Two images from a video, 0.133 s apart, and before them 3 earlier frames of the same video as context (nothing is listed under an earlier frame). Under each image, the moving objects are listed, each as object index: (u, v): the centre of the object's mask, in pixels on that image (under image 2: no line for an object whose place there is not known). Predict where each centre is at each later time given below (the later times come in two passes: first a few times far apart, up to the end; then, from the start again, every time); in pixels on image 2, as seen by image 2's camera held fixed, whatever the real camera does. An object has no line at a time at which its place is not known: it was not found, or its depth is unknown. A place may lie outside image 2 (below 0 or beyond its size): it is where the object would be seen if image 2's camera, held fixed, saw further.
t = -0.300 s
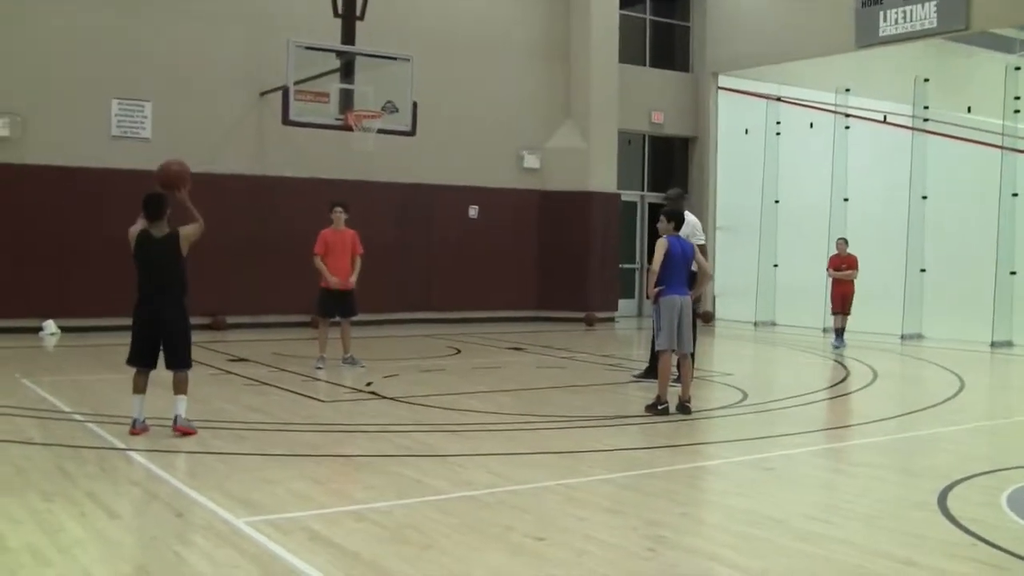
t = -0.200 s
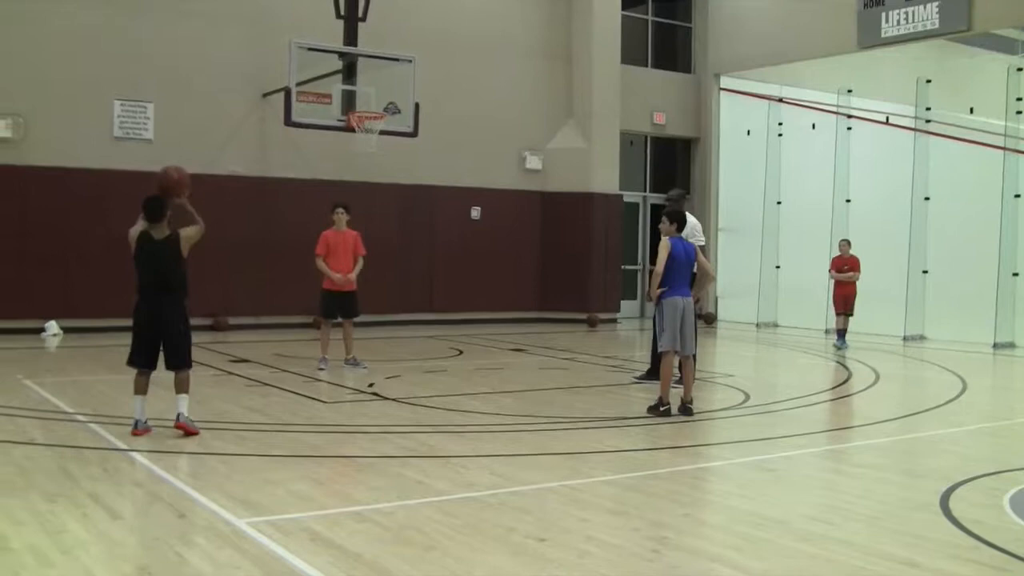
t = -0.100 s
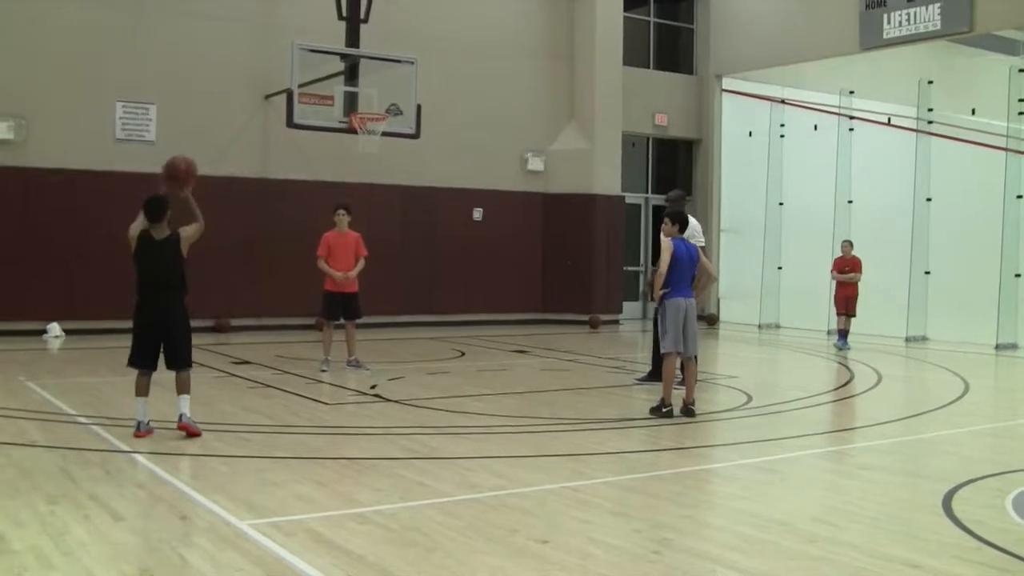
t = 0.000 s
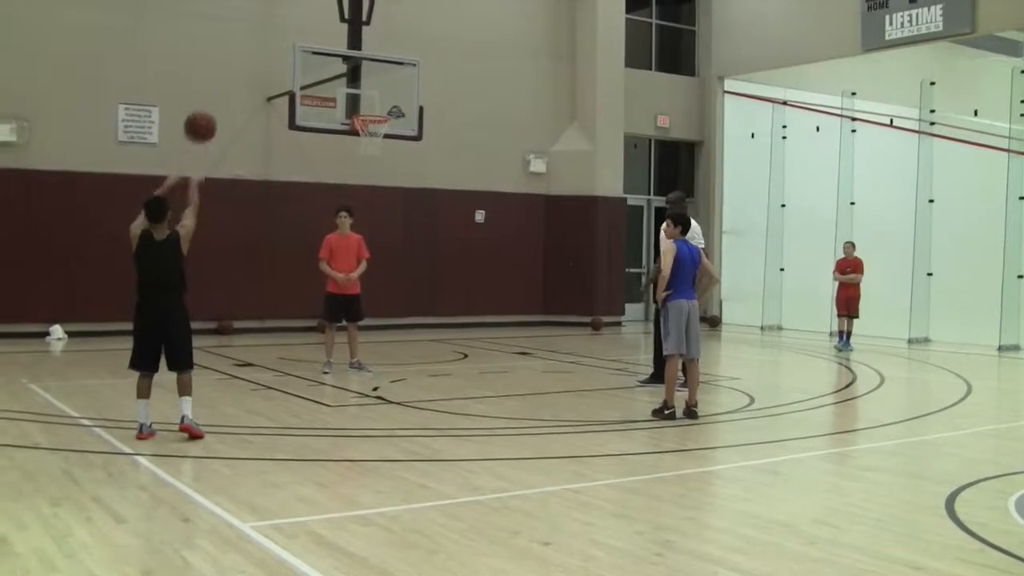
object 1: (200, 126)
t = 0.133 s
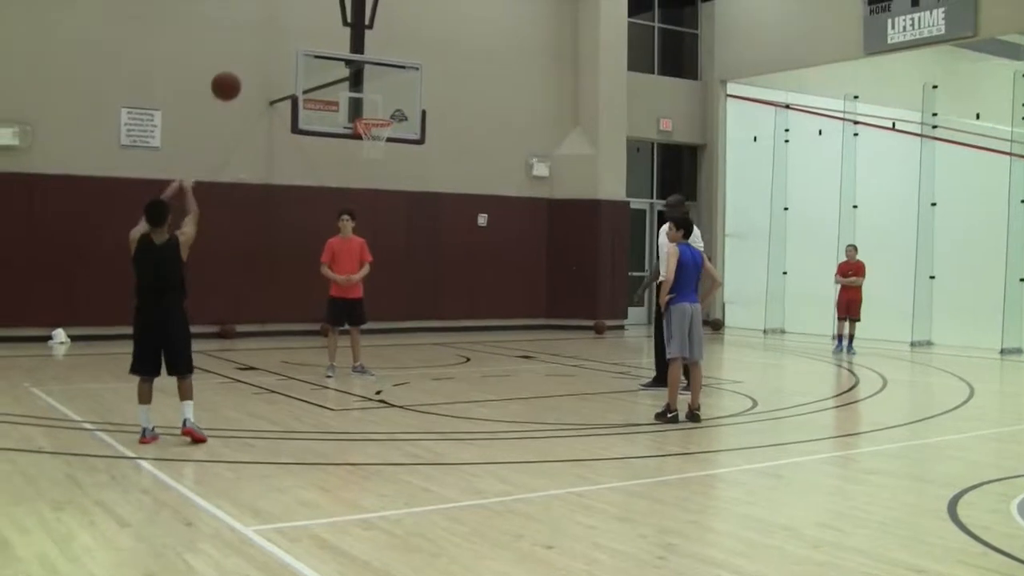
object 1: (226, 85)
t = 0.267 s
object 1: (245, 67)
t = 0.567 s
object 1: (280, 98)
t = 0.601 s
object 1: (282, 107)
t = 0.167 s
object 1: (231, 79)
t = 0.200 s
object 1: (236, 74)
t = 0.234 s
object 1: (240, 70)
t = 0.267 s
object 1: (245, 67)
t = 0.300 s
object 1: (250, 66)
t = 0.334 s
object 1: (254, 66)
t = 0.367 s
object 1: (258, 68)
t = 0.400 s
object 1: (262, 70)
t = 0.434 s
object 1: (266, 73)
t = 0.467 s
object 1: (270, 78)
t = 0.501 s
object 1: (273, 83)
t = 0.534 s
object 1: (277, 90)
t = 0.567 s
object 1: (280, 98)
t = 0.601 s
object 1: (282, 107)
